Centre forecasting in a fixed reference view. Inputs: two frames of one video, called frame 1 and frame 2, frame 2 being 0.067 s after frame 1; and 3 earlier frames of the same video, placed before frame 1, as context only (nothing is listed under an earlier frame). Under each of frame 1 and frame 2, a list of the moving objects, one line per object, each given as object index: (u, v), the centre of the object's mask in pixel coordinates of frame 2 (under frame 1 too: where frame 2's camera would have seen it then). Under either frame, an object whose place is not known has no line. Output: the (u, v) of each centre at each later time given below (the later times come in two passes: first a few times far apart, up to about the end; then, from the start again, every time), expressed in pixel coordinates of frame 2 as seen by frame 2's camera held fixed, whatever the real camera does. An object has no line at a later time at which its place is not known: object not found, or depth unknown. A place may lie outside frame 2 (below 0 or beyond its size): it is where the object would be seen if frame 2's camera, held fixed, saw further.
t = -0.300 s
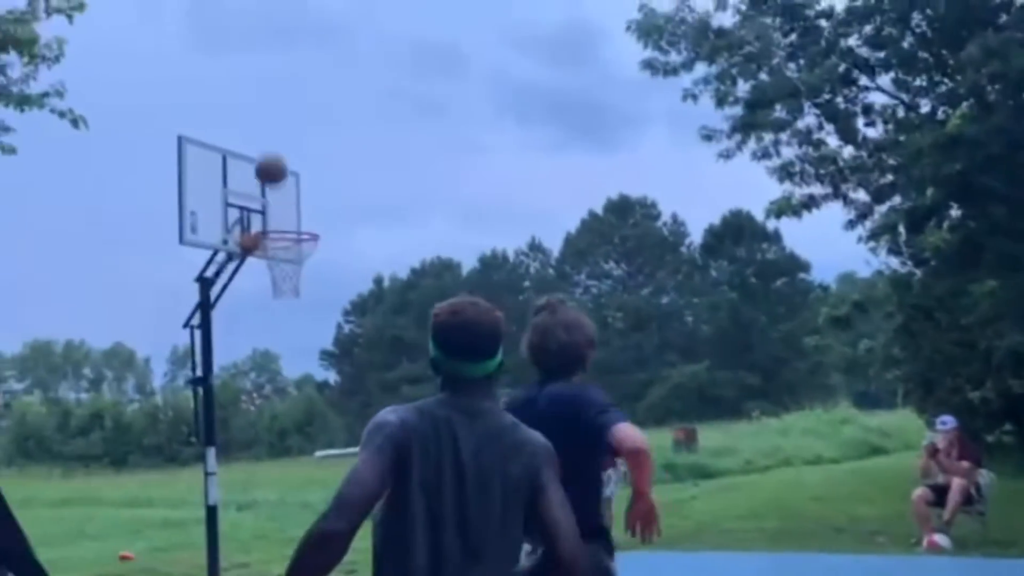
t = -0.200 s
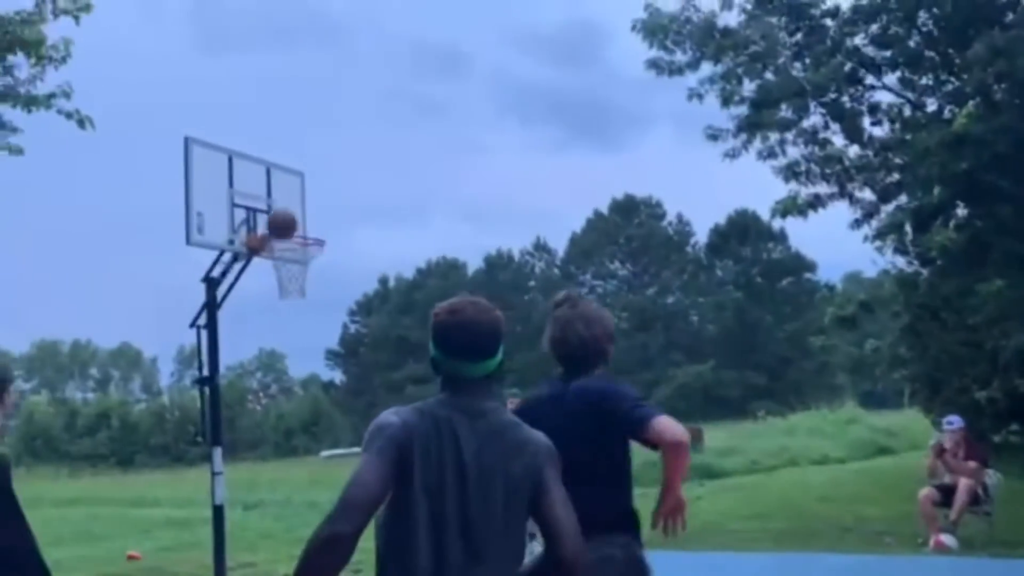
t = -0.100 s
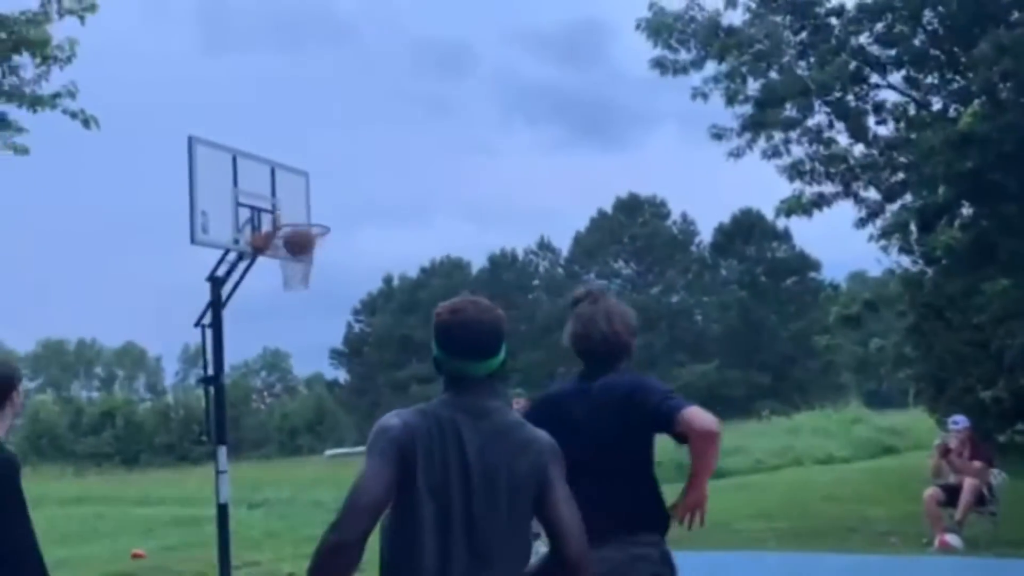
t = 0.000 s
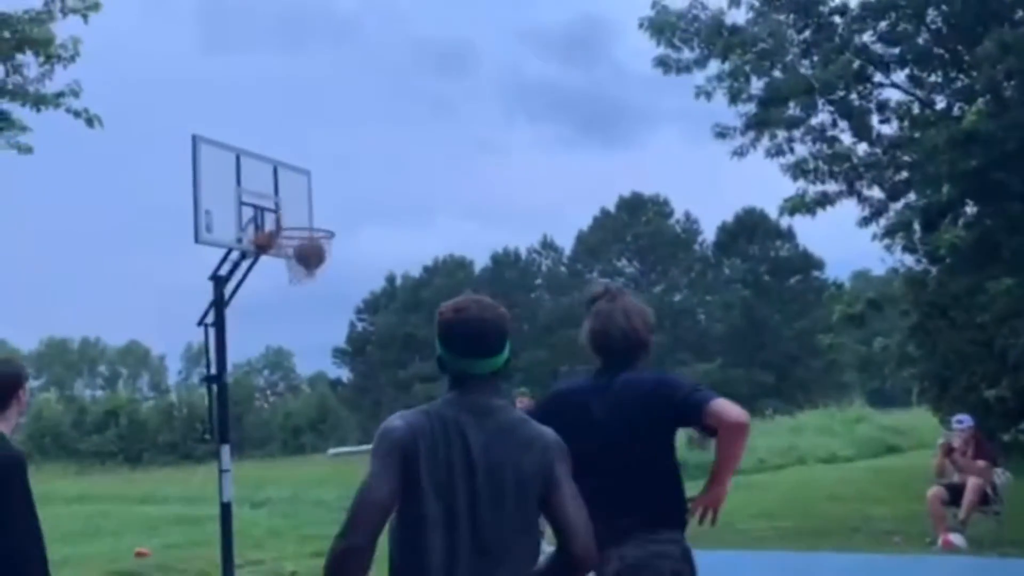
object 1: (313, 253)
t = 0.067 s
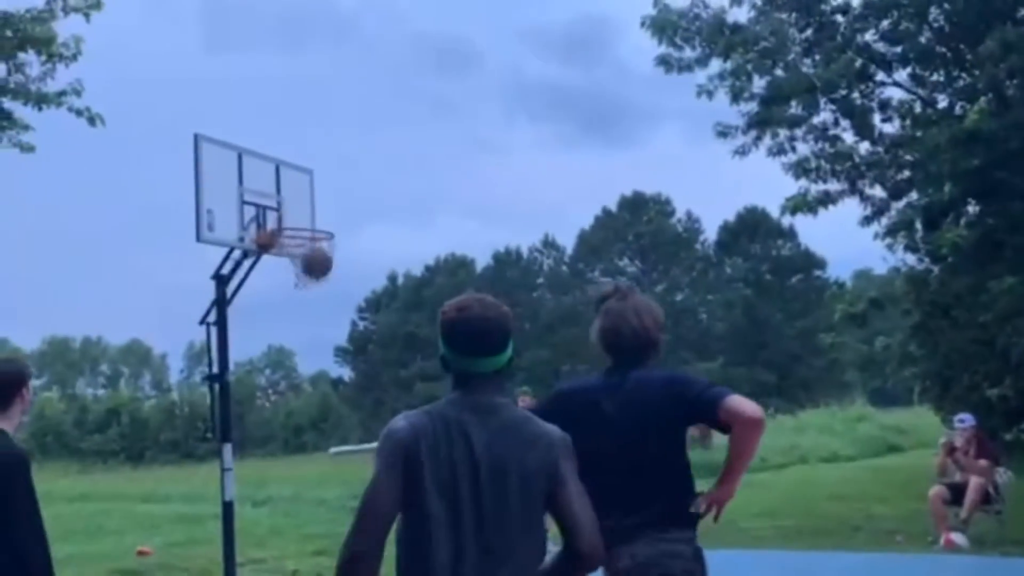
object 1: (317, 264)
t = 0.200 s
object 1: (310, 279)
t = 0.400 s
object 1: (294, 340)
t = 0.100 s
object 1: (317, 268)
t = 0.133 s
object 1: (315, 272)
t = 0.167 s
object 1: (313, 275)
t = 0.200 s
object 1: (310, 279)
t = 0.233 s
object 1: (307, 286)
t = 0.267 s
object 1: (304, 294)
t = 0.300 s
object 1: (301, 303)
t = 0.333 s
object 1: (298, 313)
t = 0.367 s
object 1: (295, 325)
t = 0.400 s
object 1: (294, 340)
